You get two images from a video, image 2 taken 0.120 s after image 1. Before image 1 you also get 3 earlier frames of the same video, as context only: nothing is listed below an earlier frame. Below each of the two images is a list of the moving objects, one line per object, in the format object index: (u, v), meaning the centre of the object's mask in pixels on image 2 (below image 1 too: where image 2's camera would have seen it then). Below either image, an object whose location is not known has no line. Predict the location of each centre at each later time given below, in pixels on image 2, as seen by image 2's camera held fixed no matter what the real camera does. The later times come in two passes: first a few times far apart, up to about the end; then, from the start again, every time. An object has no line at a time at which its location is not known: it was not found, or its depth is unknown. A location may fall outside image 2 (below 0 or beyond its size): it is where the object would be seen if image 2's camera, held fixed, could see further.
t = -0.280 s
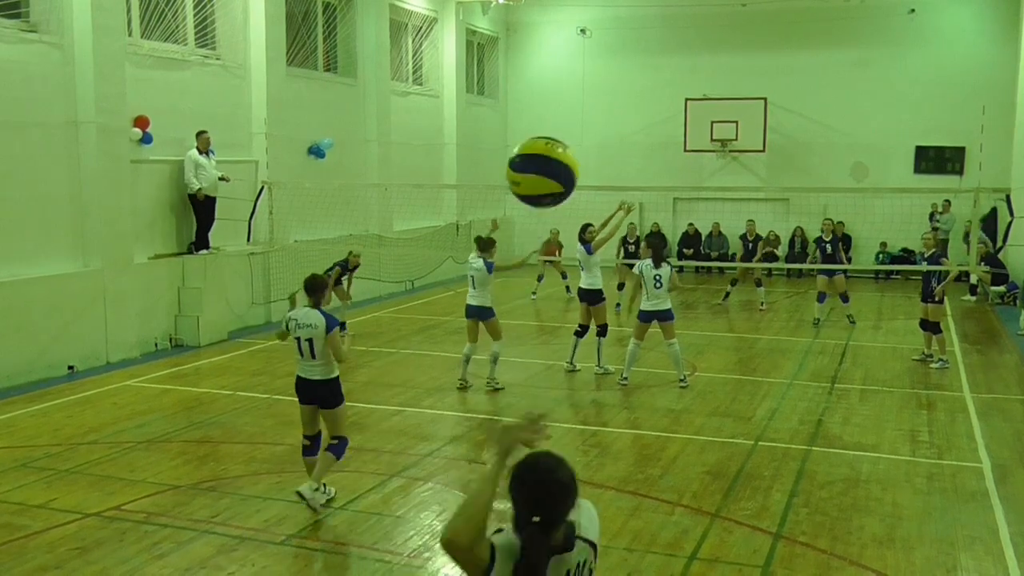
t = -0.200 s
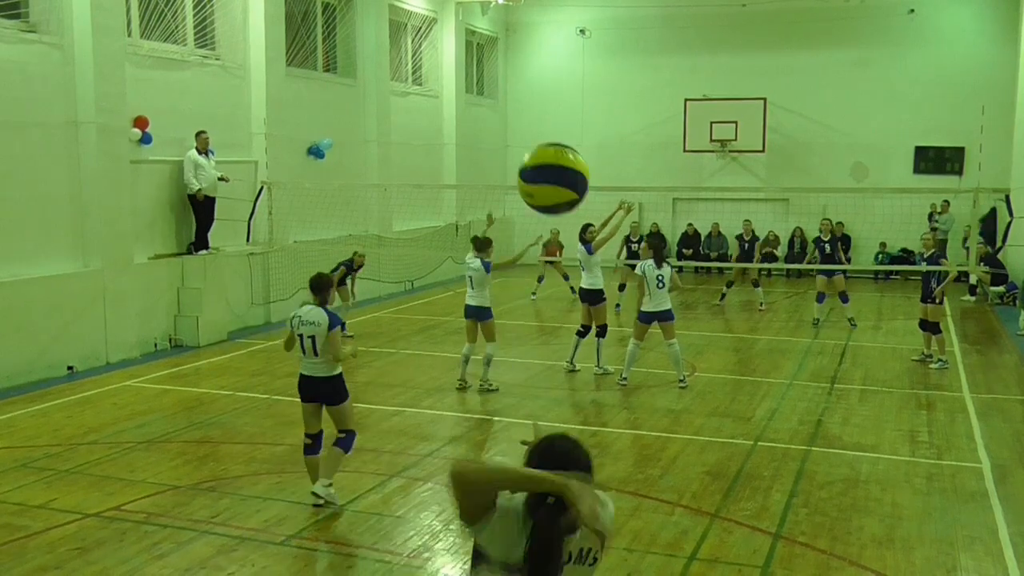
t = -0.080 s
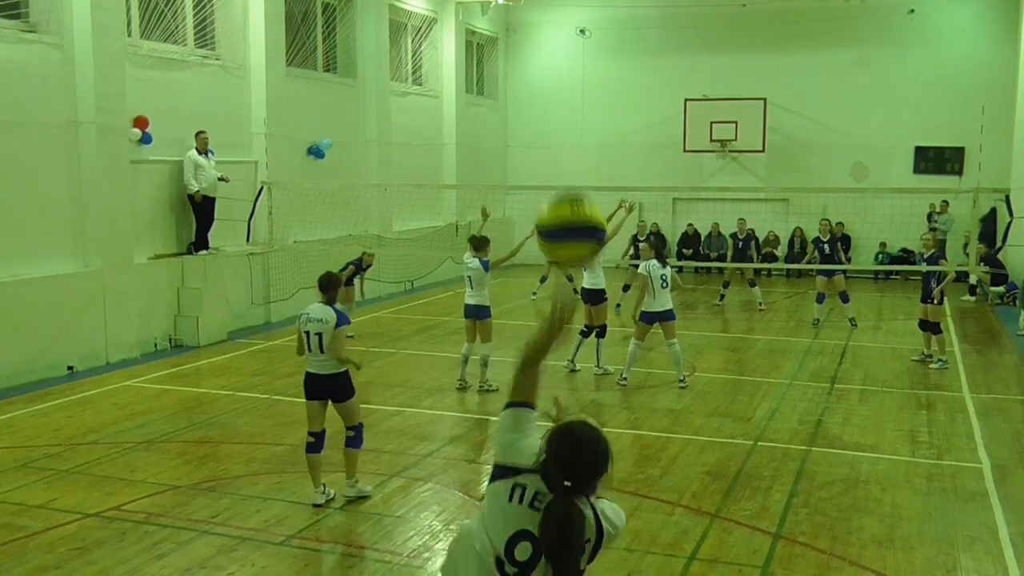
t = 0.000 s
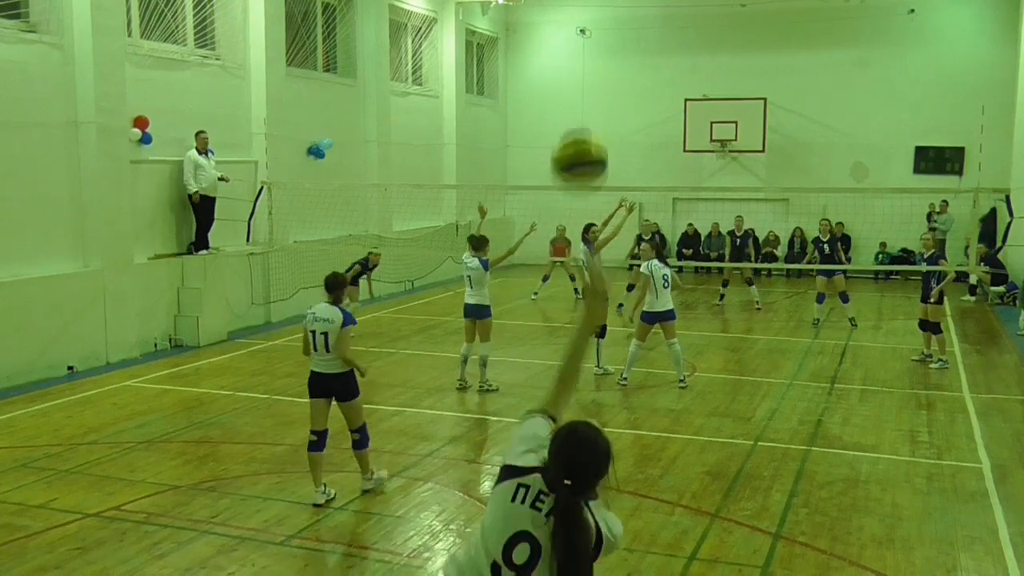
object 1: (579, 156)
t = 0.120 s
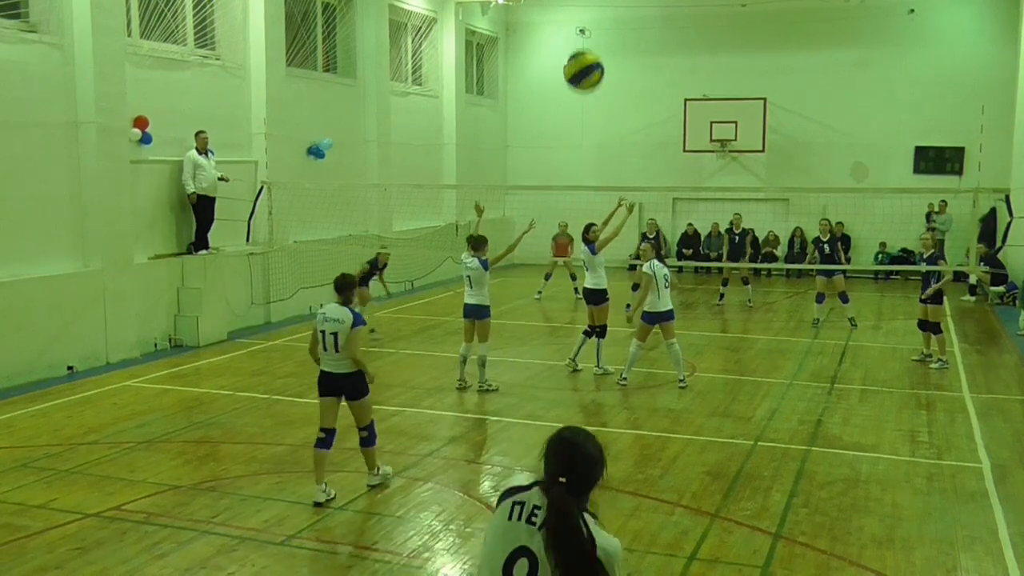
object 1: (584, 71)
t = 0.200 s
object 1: (583, 50)
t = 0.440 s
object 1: (575, 66)
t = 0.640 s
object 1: (574, 113)
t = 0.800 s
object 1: (577, 158)
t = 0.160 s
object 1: (584, 57)
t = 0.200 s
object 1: (583, 50)
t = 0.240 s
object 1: (582, 47)
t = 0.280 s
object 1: (581, 47)
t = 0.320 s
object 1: (580, 50)
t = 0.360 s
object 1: (578, 53)
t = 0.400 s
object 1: (576, 59)
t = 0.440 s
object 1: (575, 66)
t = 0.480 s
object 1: (574, 74)
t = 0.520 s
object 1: (574, 83)
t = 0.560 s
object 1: (573, 92)
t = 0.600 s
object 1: (574, 103)
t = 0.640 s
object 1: (574, 113)
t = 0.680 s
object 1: (575, 124)
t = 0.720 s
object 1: (576, 135)
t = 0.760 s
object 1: (576, 147)
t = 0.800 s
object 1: (577, 158)
